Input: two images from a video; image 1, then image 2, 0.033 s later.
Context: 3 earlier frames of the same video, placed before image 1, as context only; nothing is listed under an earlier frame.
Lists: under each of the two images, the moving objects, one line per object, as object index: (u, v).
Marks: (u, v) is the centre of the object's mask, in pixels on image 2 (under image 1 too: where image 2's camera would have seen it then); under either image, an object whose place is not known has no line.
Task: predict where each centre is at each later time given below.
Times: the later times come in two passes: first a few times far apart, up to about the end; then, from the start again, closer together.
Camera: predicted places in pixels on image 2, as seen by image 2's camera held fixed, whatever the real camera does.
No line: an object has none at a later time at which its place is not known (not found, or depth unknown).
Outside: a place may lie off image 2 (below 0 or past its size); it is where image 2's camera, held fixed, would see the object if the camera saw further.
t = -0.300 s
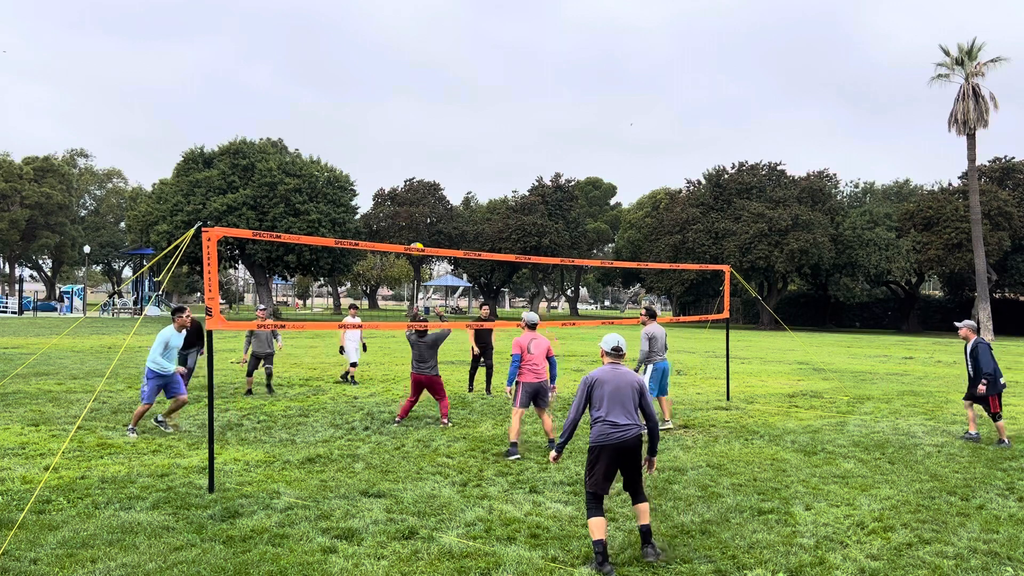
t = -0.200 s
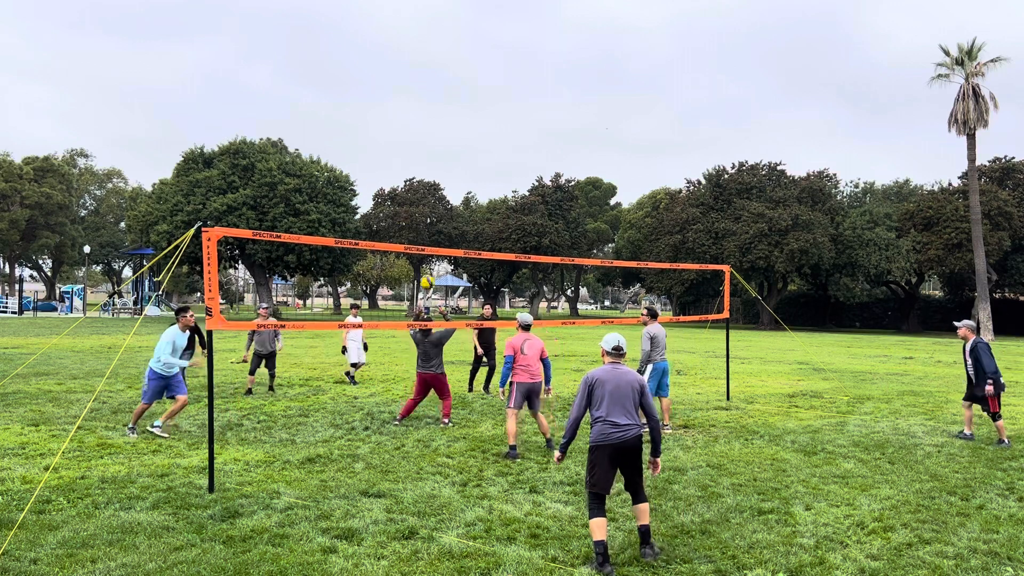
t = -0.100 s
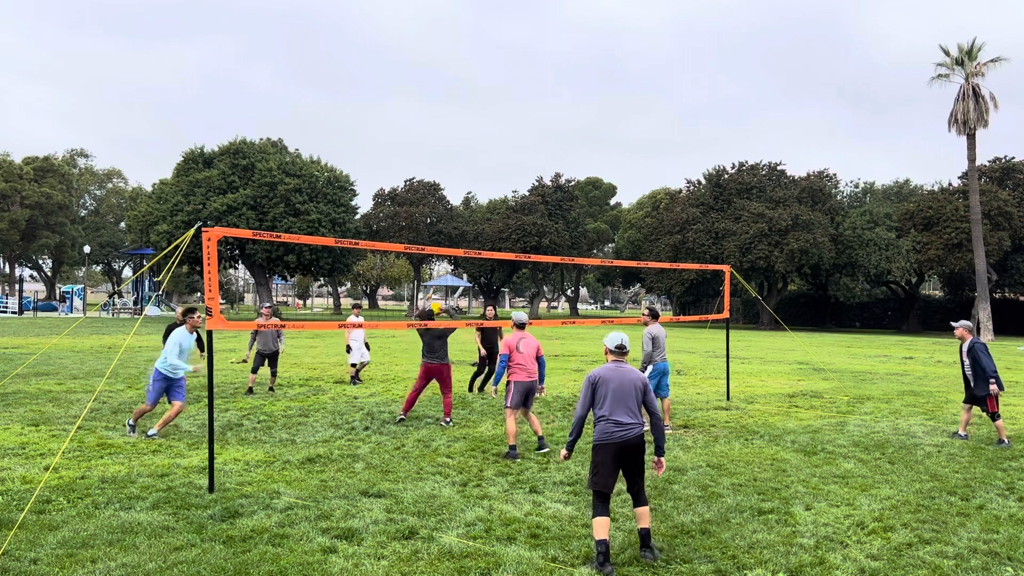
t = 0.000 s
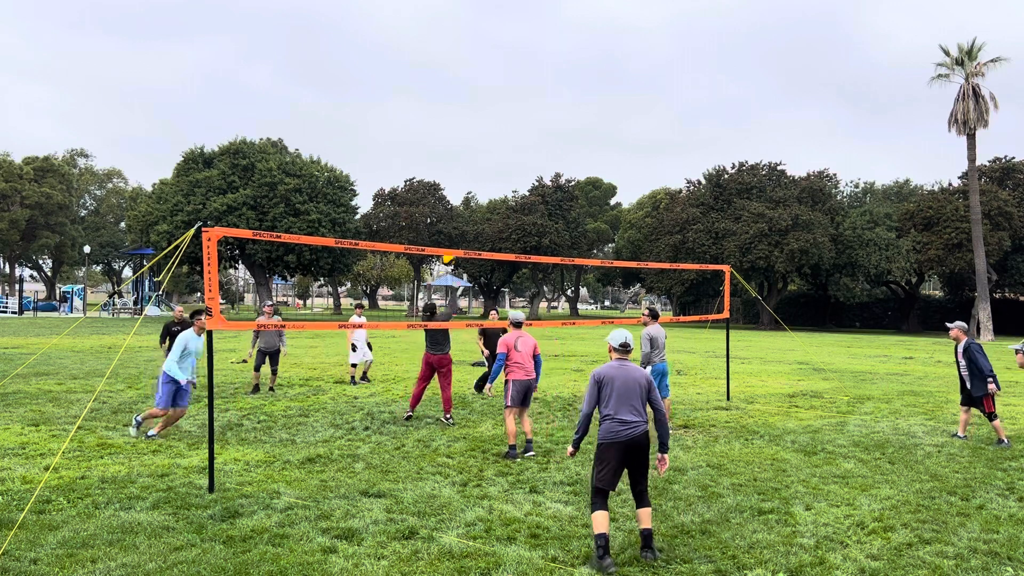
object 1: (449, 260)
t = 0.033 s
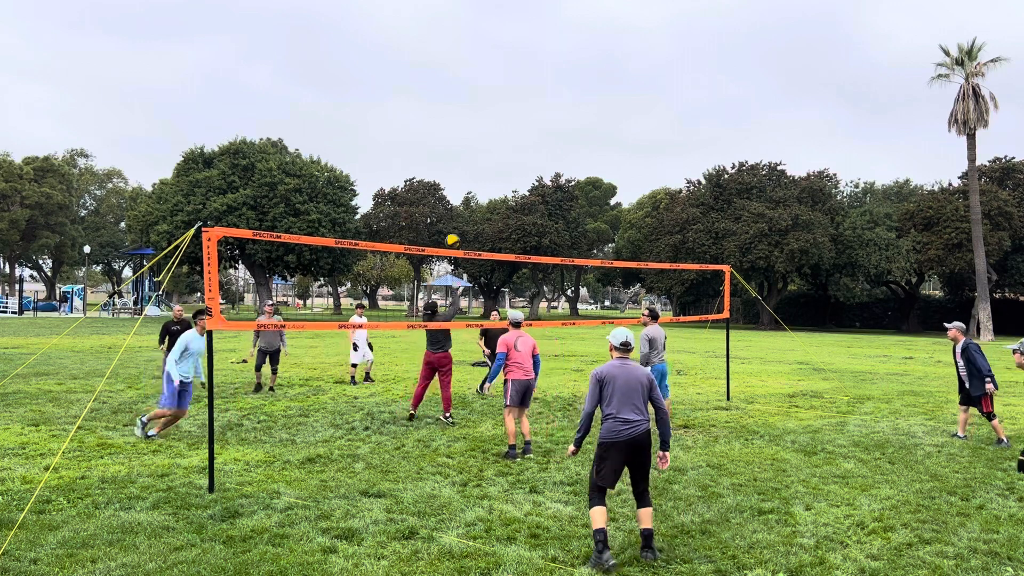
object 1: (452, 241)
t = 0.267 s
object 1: (484, 140)
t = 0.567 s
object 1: (523, 73)
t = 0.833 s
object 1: (555, 65)
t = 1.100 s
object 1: (584, 102)
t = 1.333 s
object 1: (606, 168)
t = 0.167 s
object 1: (470, 178)
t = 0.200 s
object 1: (475, 164)
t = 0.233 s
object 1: (480, 152)
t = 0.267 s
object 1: (484, 140)
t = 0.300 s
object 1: (489, 130)
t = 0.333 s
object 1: (493, 120)
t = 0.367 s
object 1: (497, 111)
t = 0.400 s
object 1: (502, 102)
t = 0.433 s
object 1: (506, 95)
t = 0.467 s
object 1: (510, 88)
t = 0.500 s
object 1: (515, 83)
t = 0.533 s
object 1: (519, 77)
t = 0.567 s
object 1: (523, 73)
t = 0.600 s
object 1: (527, 70)
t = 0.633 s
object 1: (531, 67)
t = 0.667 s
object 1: (535, 65)
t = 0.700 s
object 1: (539, 63)
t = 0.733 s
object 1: (543, 63)
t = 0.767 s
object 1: (547, 63)
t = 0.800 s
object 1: (551, 64)
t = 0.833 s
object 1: (555, 65)
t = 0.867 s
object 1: (558, 67)
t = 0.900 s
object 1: (562, 70)
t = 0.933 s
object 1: (566, 74)
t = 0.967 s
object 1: (570, 78)
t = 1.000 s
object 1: (573, 83)
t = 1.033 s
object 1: (577, 89)
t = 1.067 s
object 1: (580, 95)
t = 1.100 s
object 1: (584, 102)
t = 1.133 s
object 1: (587, 110)
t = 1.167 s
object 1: (591, 118)
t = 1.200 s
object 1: (594, 126)
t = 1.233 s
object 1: (597, 136)
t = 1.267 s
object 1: (600, 146)
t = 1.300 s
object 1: (603, 157)
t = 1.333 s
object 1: (606, 168)
